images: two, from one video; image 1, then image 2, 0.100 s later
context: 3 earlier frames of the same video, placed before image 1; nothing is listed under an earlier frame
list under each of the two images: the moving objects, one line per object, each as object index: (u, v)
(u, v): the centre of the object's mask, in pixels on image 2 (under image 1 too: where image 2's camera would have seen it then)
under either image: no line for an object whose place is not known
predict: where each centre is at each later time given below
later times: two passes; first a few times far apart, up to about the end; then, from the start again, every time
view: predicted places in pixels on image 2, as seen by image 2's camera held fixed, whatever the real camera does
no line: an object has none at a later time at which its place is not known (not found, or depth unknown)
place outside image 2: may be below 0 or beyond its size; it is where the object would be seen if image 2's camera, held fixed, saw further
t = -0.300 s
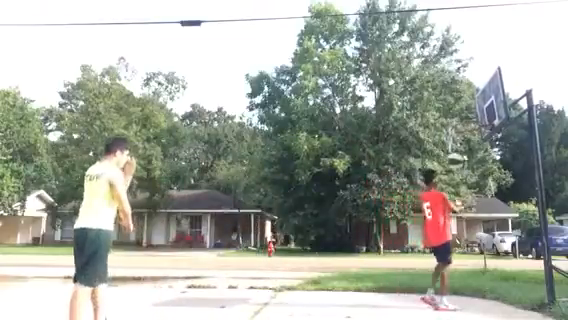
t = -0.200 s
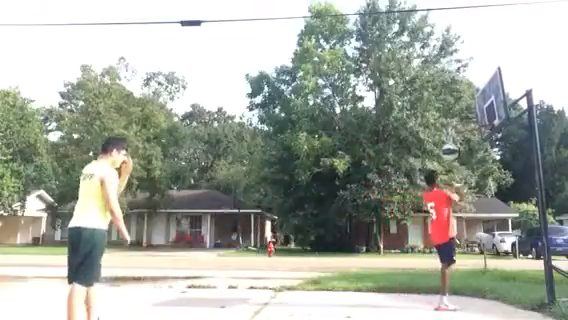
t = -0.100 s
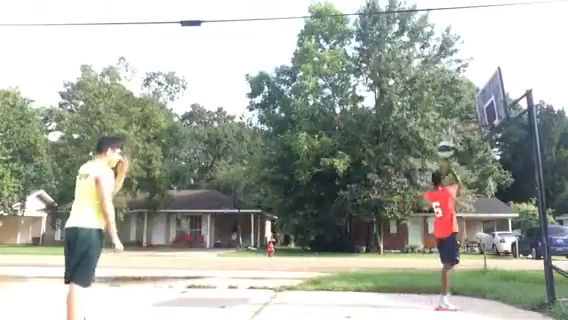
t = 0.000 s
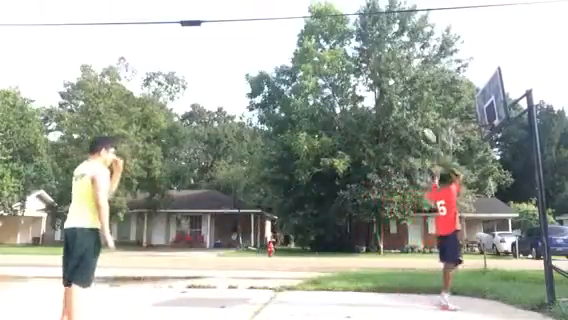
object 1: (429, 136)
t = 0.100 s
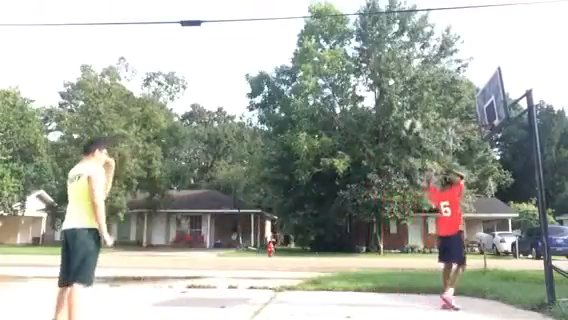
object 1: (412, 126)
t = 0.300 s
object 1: (375, 131)
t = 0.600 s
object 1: (318, 196)
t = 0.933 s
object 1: (262, 253)
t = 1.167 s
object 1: (247, 172)
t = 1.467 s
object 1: (228, 141)
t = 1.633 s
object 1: (215, 159)
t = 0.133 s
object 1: (405, 126)
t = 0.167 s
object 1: (400, 126)
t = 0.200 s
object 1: (393, 127)
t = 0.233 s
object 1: (387, 128)
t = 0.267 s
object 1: (382, 129)
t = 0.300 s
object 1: (375, 131)
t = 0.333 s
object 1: (369, 133)
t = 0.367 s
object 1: (364, 138)
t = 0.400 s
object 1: (357, 145)
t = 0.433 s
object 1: (350, 151)
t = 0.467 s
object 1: (344, 158)
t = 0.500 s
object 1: (338, 167)
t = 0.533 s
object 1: (331, 176)
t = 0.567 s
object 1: (325, 186)
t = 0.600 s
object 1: (318, 196)
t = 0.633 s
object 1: (311, 209)
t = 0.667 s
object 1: (304, 221)
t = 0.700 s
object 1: (297, 236)
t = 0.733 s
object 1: (290, 251)
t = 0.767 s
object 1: (282, 268)
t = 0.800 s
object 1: (275, 286)
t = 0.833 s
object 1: (268, 304)
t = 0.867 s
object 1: (266, 286)
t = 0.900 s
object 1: (263, 269)
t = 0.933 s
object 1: (262, 253)
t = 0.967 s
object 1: (259, 237)
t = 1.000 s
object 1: (257, 223)
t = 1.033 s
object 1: (255, 211)
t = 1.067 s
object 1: (253, 200)
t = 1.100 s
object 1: (251, 190)
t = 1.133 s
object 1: (249, 181)
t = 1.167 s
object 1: (247, 172)
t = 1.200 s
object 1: (245, 164)
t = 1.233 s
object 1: (243, 158)
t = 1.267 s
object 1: (242, 152)
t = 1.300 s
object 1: (239, 148)
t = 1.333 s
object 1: (237, 145)
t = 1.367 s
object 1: (235, 142)
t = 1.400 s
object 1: (232, 142)
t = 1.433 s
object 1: (230, 141)
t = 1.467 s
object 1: (228, 141)
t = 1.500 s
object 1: (225, 143)
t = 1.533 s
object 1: (223, 144)
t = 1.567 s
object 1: (220, 149)
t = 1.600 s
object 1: (218, 154)
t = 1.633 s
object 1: (215, 159)
